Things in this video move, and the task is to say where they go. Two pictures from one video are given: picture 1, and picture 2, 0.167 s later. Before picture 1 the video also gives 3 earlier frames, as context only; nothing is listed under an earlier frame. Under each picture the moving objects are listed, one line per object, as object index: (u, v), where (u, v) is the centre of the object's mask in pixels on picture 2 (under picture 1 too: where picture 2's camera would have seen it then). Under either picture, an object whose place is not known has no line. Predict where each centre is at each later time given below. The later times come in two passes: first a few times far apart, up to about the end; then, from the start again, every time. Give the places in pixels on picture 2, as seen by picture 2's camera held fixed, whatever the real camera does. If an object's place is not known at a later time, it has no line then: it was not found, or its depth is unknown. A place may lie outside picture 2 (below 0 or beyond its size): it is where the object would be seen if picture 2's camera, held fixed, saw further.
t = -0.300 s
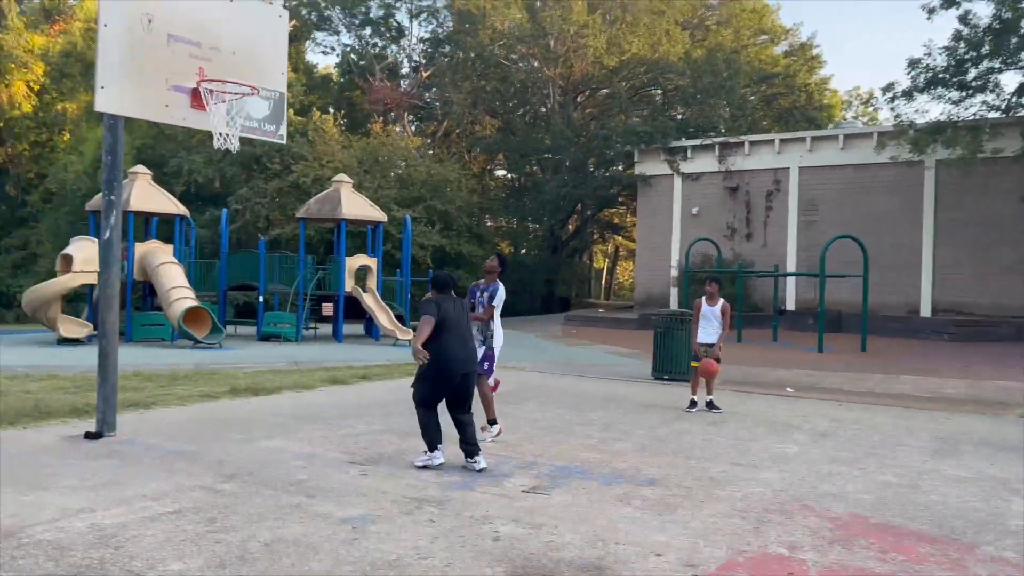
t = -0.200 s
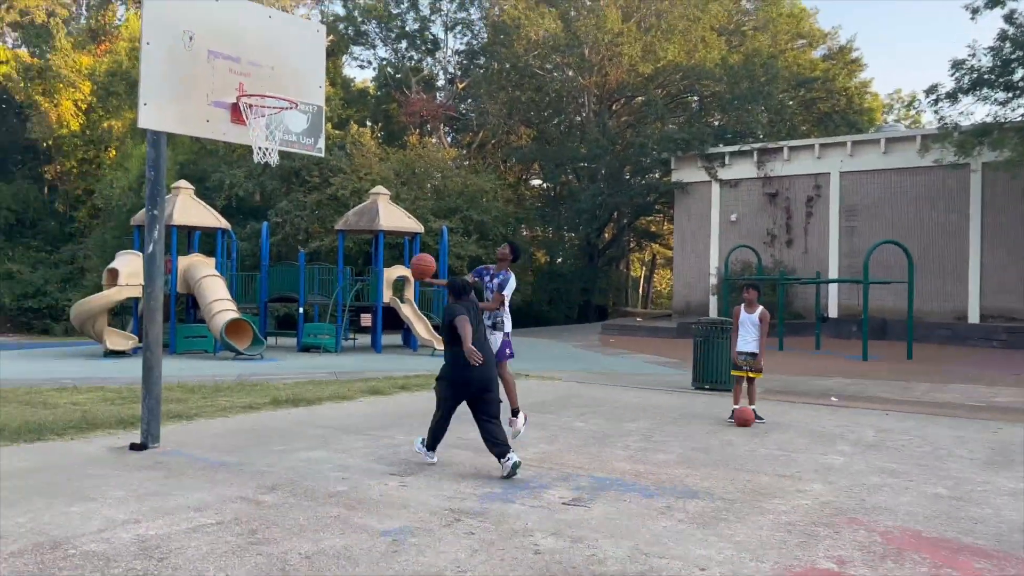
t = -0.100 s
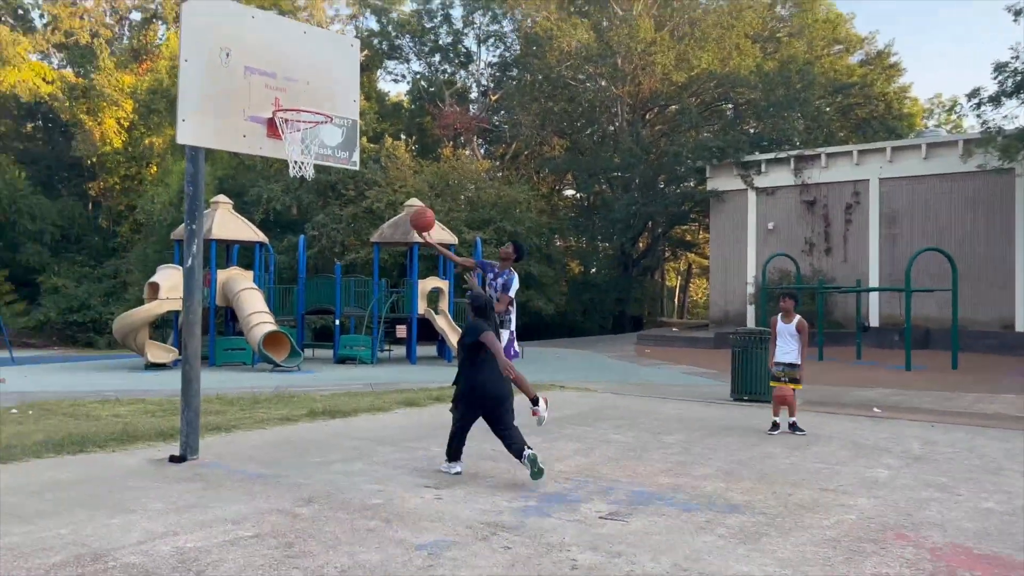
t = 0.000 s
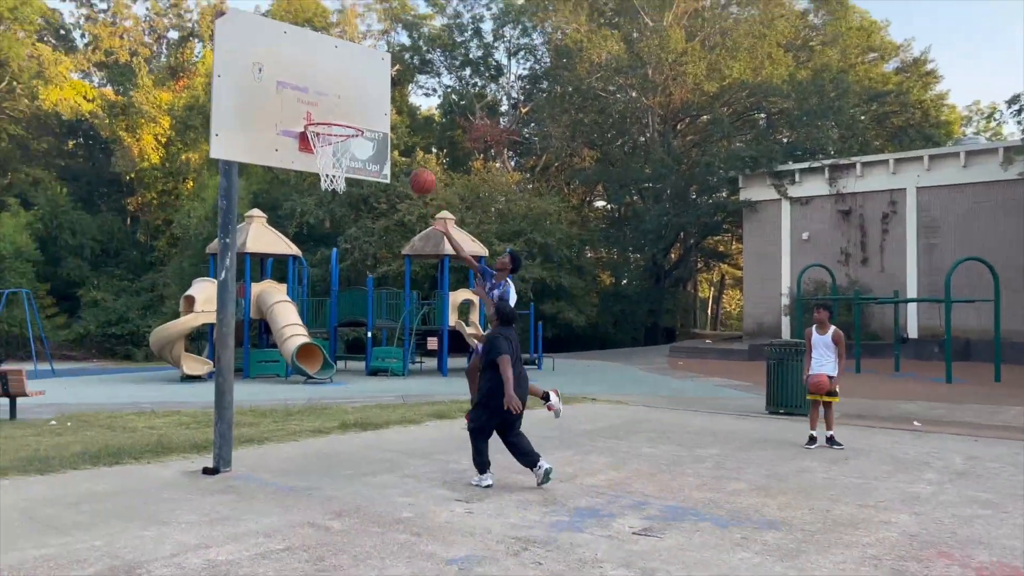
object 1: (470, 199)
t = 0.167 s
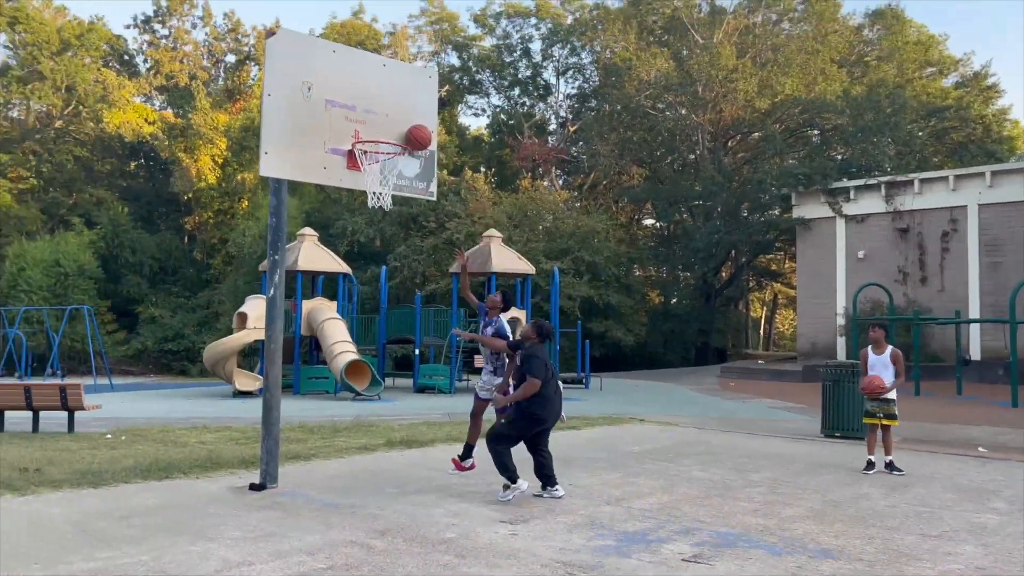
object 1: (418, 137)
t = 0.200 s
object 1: (415, 130)
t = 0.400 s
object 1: (402, 110)
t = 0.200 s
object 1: (415, 130)
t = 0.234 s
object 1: (413, 124)
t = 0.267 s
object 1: (411, 119)
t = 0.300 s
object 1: (409, 115)
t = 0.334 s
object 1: (407, 112)
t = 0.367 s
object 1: (404, 110)
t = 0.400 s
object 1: (402, 110)
